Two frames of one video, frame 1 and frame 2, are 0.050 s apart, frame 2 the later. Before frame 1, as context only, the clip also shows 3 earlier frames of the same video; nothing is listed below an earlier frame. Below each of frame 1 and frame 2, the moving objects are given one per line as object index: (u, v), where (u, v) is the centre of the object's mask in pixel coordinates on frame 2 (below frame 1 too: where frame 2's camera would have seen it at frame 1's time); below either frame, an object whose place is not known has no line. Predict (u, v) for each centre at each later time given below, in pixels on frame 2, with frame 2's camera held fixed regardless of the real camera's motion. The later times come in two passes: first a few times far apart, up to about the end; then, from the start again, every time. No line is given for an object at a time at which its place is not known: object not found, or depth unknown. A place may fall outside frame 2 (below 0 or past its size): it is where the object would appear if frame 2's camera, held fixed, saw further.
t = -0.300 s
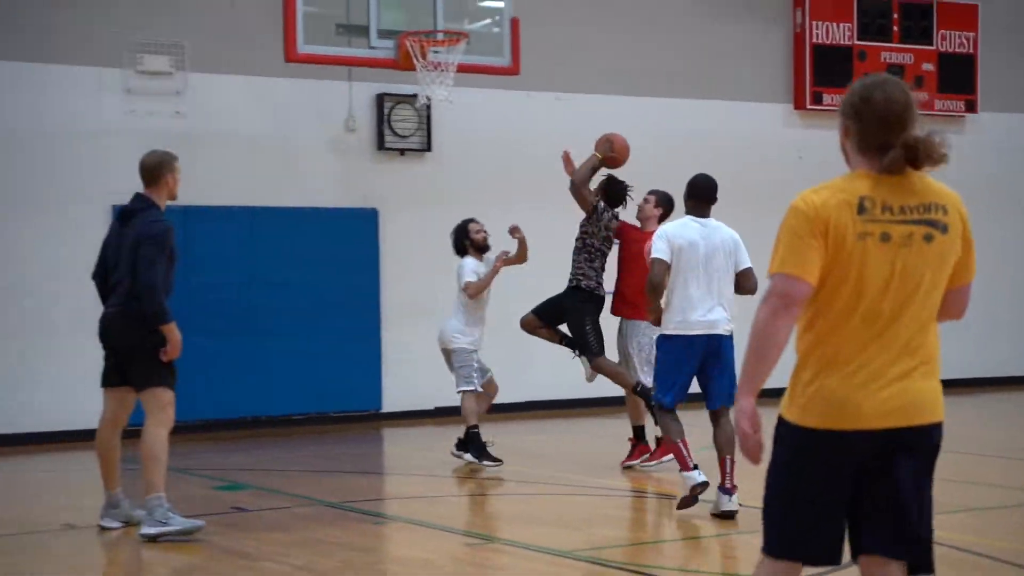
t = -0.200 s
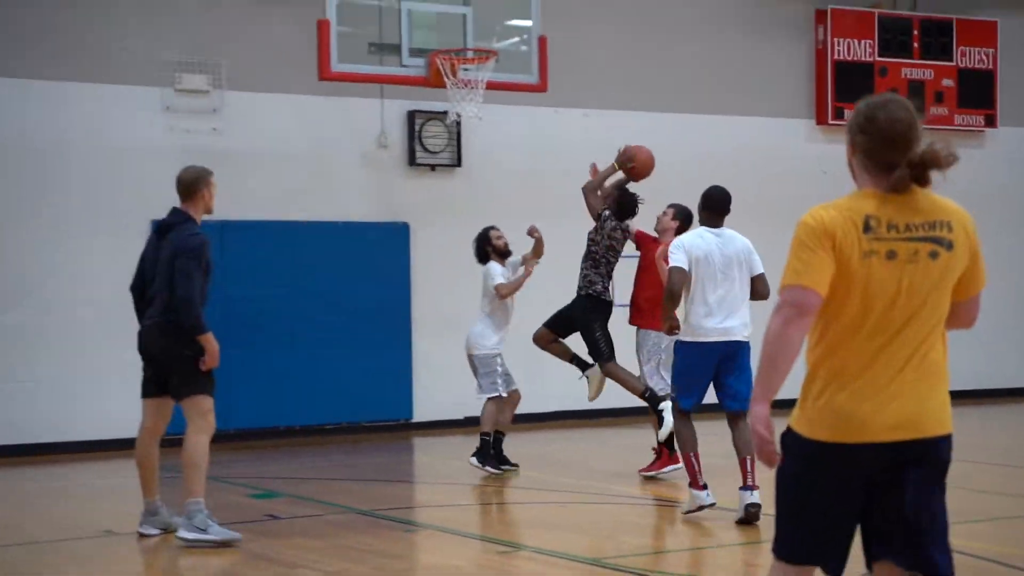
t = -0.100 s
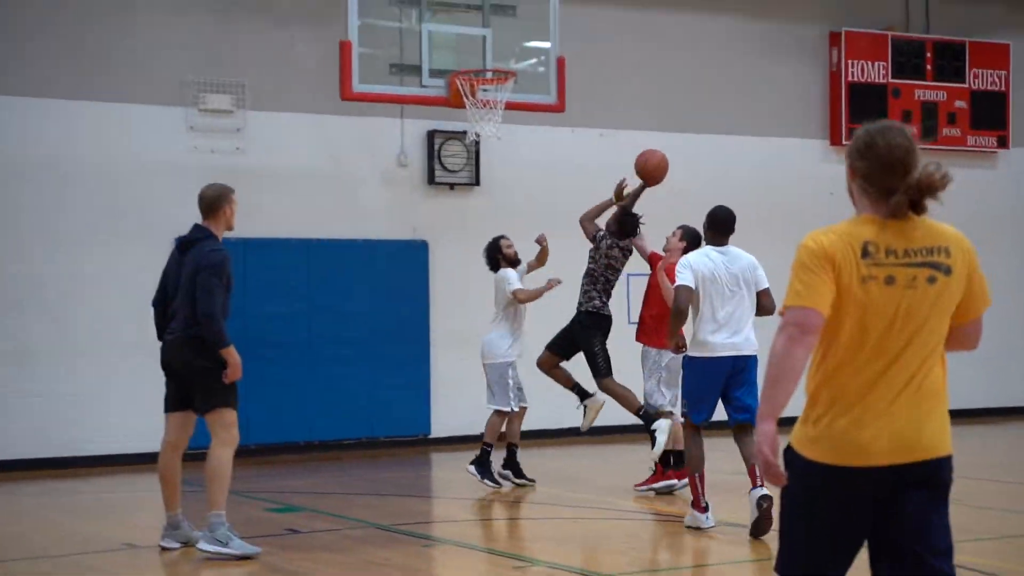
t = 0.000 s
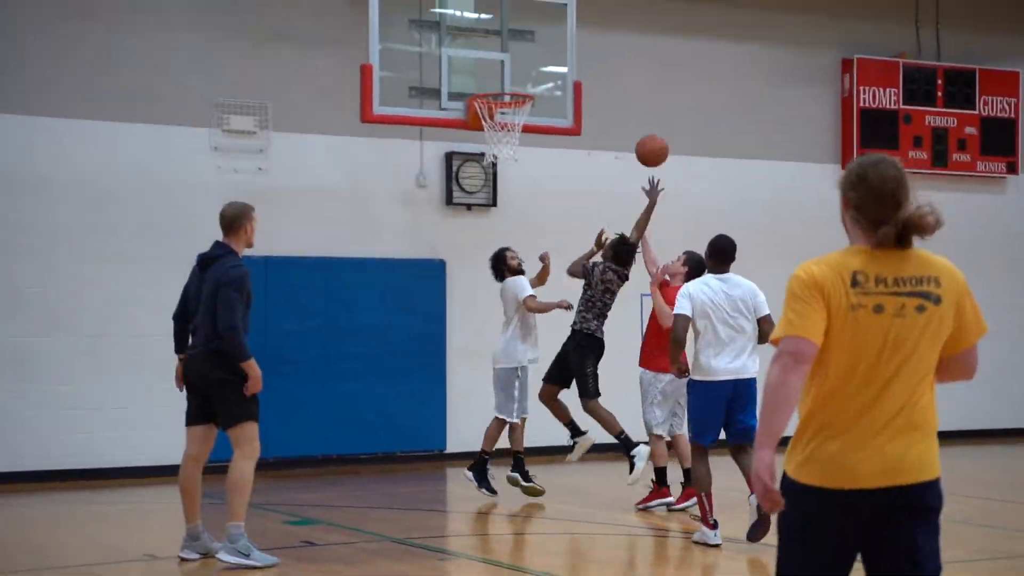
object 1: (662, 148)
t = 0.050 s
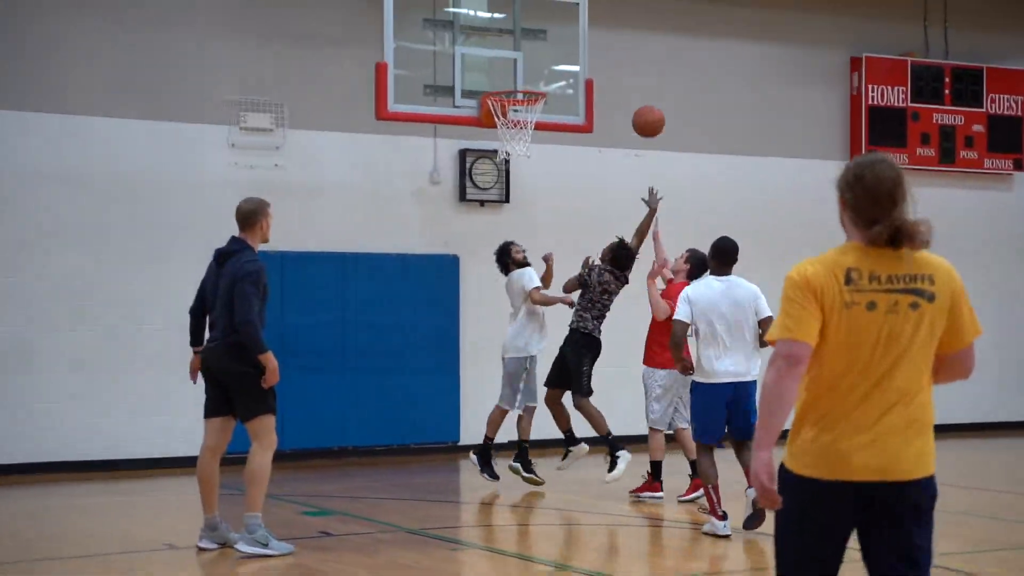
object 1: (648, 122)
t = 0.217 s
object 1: (600, 60)
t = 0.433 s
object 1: (544, 36)
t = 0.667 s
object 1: (500, 71)
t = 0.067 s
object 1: (643, 114)
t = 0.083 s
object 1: (638, 106)
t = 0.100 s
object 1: (633, 99)
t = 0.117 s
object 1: (628, 92)
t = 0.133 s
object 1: (624, 86)
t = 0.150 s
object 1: (619, 80)
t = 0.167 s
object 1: (614, 74)
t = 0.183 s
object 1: (609, 69)
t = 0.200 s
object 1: (605, 65)
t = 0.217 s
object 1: (600, 60)
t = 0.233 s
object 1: (596, 56)
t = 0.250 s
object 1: (591, 52)
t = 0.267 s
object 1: (587, 49)
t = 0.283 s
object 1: (582, 46)
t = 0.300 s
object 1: (578, 44)
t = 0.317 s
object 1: (573, 41)
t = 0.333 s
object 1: (569, 40)
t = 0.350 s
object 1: (564, 38)
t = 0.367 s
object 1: (560, 36)
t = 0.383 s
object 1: (556, 36)
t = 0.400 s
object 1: (552, 35)
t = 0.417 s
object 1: (548, 35)
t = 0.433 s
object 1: (544, 36)
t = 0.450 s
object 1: (539, 36)
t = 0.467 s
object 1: (535, 36)
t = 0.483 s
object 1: (530, 39)
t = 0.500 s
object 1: (526, 40)
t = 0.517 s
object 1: (522, 43)
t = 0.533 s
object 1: (518, 45)
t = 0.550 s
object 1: (514, 47)
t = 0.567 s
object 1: (510, 50)
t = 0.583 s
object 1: (505, 54)
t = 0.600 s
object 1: (501, 58)
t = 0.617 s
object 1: (497, 62)
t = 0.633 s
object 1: (498, 64)
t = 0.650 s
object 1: (499, 67)
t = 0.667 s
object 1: (500, 71)
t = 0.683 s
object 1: (500, 74)
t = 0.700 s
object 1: (501, 77)
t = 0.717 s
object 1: (502, 80)
